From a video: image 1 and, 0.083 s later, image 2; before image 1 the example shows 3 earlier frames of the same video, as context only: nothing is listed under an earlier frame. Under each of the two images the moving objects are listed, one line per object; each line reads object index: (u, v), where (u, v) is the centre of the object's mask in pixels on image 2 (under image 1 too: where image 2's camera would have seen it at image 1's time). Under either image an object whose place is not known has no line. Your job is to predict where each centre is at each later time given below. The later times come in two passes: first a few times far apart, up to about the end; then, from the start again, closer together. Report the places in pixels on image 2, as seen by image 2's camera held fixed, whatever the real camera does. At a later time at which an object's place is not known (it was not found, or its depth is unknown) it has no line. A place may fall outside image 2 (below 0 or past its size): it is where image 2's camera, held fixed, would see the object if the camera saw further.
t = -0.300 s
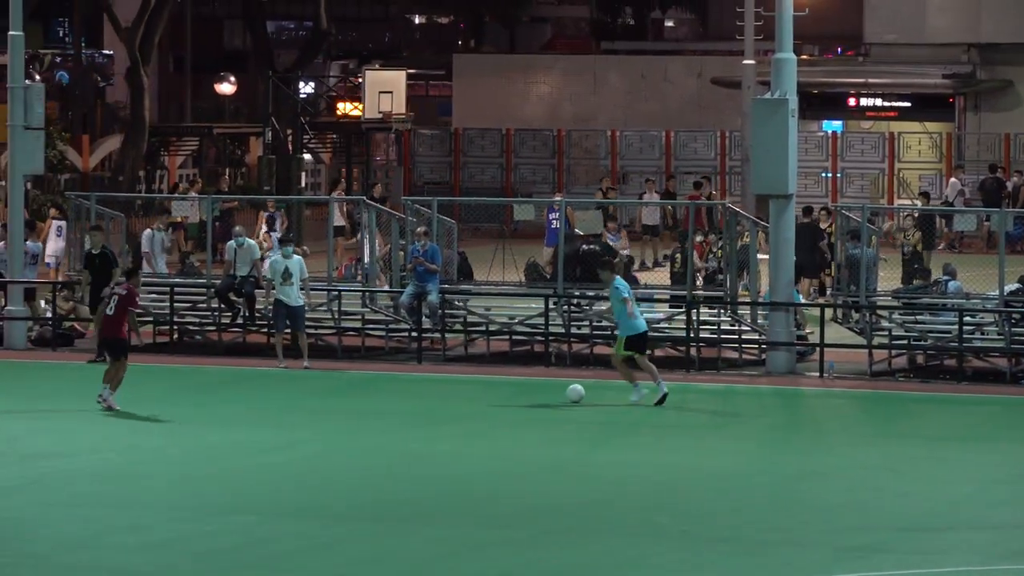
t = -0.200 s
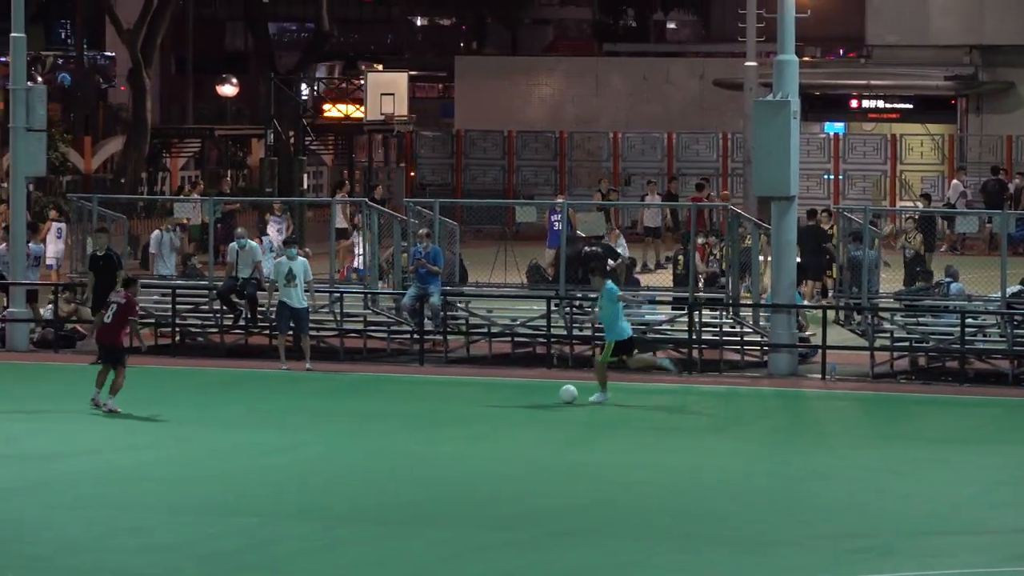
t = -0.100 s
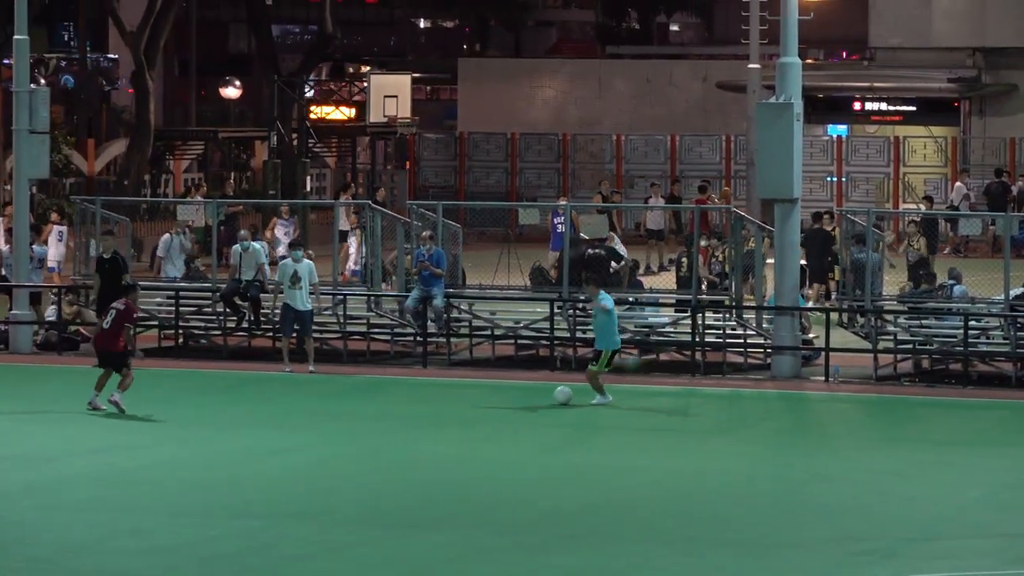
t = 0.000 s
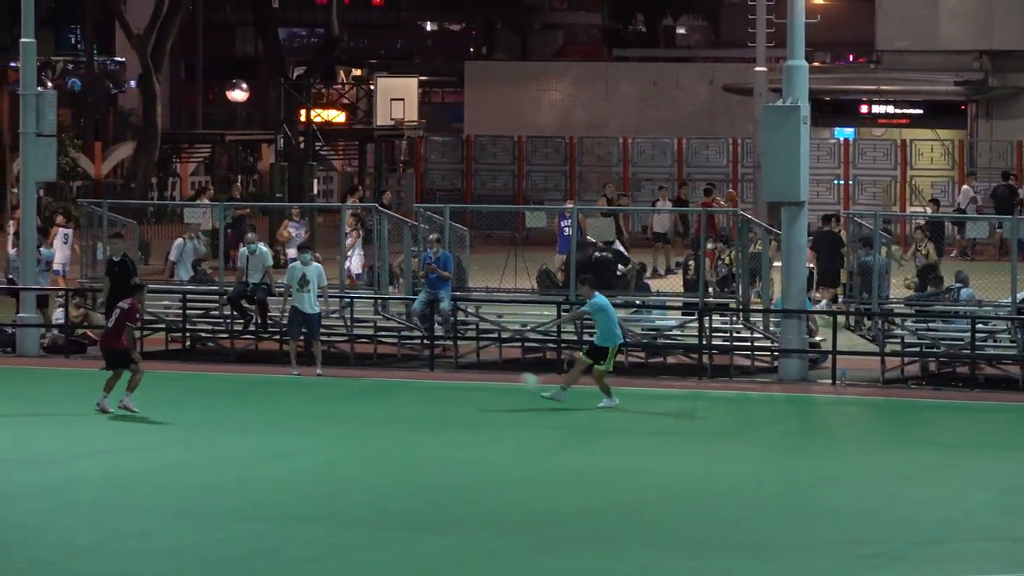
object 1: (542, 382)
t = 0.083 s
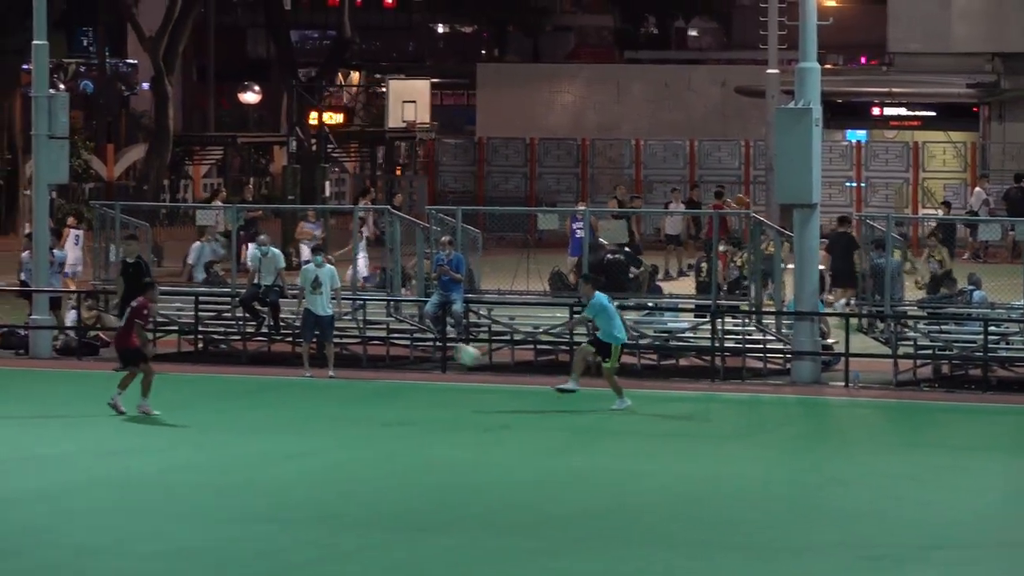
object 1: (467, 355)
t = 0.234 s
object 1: (328, 304)
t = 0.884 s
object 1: (-327, 239)
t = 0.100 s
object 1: (452, 349)
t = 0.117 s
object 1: (436, 343)
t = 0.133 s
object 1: (422, 338)
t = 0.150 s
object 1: (405, 331)
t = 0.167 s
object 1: (389, 326)
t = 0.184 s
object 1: (375, 321)
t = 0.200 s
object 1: (359, 315)
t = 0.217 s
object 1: (343, 309)
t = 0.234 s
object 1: (328, 304)
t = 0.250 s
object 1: (311, 299)
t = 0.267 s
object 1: (295, 292)
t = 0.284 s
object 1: (280, 287)
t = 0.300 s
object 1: (263, 283)
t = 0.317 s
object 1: (247, 279)
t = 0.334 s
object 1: (231, 273)
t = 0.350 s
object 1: (215, 269)
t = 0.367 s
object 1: (198, 265)
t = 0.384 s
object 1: (182, 260)
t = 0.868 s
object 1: (-308, 235)
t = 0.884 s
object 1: (-327, 239)
